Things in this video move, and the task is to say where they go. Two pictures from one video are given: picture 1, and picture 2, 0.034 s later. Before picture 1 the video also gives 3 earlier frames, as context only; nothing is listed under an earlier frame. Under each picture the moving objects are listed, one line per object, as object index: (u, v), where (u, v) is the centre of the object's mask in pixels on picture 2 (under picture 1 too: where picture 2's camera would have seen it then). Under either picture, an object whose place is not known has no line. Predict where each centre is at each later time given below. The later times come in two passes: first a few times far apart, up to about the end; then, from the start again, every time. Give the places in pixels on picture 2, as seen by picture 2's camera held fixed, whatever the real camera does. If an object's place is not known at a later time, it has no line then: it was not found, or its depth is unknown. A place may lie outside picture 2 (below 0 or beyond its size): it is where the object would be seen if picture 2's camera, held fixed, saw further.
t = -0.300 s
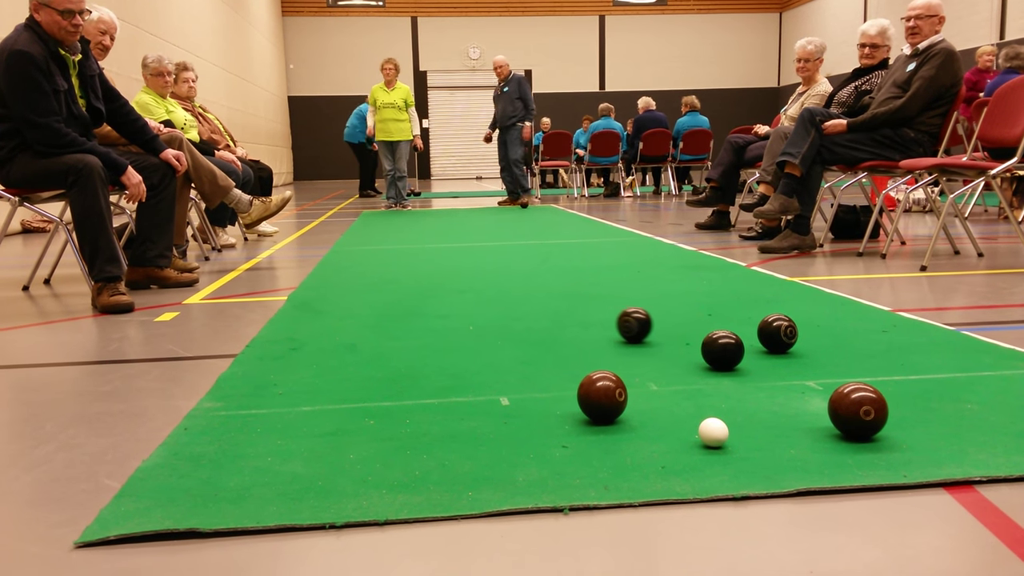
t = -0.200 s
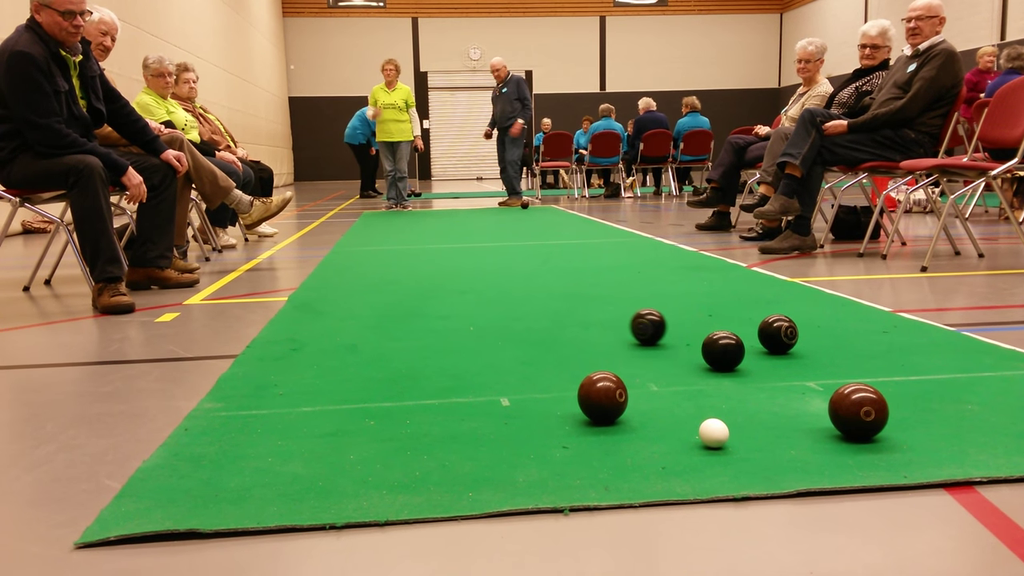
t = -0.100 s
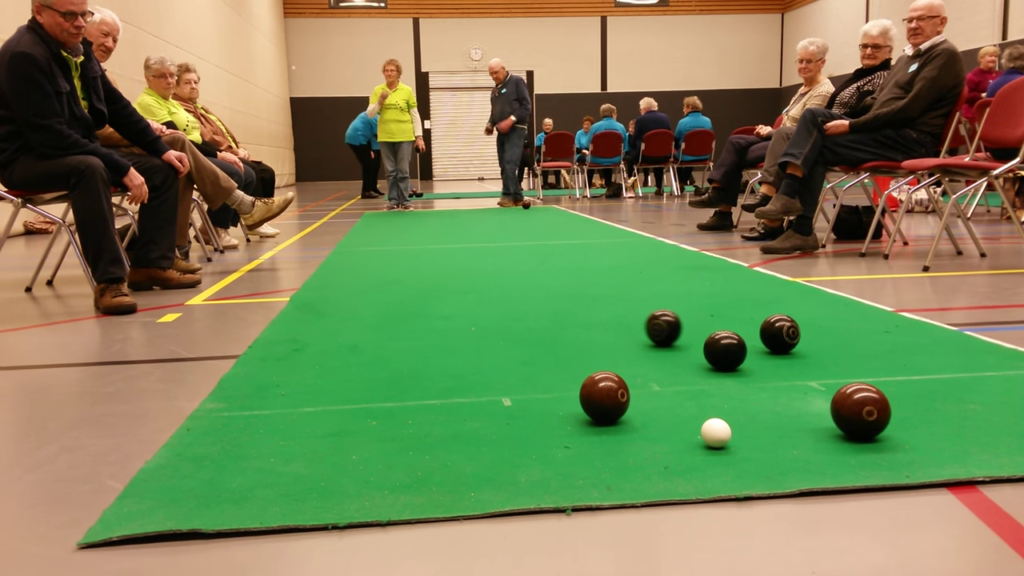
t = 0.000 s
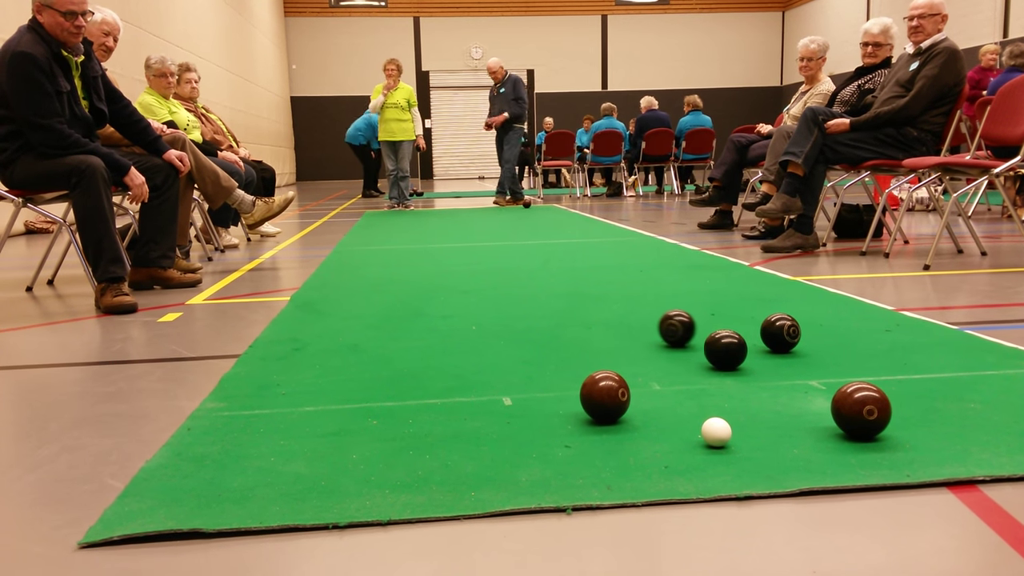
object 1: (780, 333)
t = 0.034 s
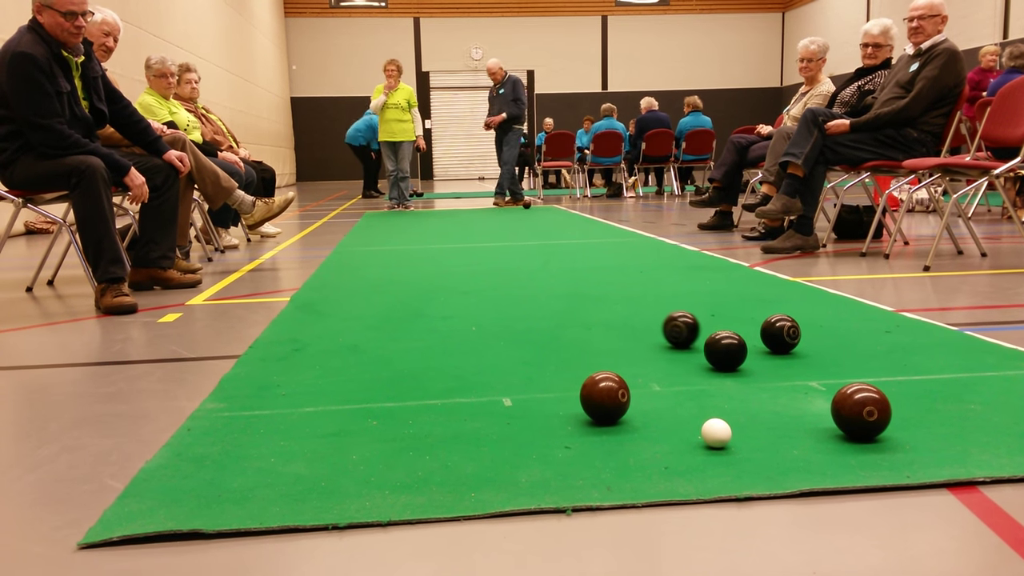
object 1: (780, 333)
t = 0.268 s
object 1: (780, 333)
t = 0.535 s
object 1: (780, 333)
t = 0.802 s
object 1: (792, 333)
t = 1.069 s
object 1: (797, 332)
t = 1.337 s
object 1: (796, 332)
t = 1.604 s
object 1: (795, 332)
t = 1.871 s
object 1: (794, 332)
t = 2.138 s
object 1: (794, 332)
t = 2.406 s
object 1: (794, 332)
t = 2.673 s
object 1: (794, 332)
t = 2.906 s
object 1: (795, 332)
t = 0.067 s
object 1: (780, 333)
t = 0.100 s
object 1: (780, 333)
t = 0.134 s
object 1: (780, 333)
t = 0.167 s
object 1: (780, 333)
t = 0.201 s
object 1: (780, 333)
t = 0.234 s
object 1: (780, 333)
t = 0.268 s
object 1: (780, 333)
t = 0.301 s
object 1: (780, 333)
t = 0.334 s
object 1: (780, 333)
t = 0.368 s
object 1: (780, 333)
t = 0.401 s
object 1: (780, 333)
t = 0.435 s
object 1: (780, 333)
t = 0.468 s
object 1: (780, 333)
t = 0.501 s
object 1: (780, 333)
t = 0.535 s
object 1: (780, 333)
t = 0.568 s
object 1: (781, 334)
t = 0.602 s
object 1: (783, 334)
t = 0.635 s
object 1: (785, 334)
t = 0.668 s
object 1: (787, 334)
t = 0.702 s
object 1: (788, 333)
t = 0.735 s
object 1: (790, 333)
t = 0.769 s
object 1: (791, 333)
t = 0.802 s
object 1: (792, 333)
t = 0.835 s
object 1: (793, 333)
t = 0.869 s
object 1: (794, 333)
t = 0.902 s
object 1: (795, 333)
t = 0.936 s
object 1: (796, 333)
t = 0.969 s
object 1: (796, 333)
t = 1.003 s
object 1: (797, 333)
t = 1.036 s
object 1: (797, 333)
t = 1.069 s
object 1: (797, 332)
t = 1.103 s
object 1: (797, 332)
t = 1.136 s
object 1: (797, 332)
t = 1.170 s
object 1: (797, 332)
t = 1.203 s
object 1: (797, 332)
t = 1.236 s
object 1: (797, 332)
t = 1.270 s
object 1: (797, 332)
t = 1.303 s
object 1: (797, 332)
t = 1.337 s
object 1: (796, 332)
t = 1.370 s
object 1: (796, 332)
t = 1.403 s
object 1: (796, 332)
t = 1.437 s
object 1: (796, 332)
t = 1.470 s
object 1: (795, 332)
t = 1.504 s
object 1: (795, 332)
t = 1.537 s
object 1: (795, 332)
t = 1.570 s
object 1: (795, 332)
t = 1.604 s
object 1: (795, 332)
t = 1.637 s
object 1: (795, 332)
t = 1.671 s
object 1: (795, 332)
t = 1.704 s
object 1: (795, 332)
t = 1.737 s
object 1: (794, 332)
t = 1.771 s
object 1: (794, 332)
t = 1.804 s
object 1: (794, 332)
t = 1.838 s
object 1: (795, 332)
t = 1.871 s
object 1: (794, 332)
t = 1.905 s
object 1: (794, 332)
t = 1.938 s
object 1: (794, 332)
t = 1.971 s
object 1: (794, 332)
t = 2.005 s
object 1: (795, 332)
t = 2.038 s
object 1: (795, 332)
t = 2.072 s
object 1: (794, 332)
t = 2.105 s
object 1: (794, 332)
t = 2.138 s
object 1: (794, 332)
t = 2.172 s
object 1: (795, 332)
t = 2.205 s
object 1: (794, 332)
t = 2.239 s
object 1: (794, 332)
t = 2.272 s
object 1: (795, 332)
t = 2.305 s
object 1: (795, 332)
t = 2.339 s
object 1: (795, 332)
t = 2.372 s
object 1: (794, 332)
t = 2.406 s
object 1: (794, 332)
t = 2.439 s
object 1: (794, 332)
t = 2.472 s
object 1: (795, 332)
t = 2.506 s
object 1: (795, 332)
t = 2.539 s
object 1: (794, 332)
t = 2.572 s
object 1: (794, 332)
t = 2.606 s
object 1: (794, 332)
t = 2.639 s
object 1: (794, 332)
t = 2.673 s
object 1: (794, 332)
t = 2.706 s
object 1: (795, 332)
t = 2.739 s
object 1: (795, 332)
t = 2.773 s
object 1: (794, 332)
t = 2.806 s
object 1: (794, 332)
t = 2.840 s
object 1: (795, 332)
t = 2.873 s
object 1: (795, 332)
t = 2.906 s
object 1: (795, 332)
